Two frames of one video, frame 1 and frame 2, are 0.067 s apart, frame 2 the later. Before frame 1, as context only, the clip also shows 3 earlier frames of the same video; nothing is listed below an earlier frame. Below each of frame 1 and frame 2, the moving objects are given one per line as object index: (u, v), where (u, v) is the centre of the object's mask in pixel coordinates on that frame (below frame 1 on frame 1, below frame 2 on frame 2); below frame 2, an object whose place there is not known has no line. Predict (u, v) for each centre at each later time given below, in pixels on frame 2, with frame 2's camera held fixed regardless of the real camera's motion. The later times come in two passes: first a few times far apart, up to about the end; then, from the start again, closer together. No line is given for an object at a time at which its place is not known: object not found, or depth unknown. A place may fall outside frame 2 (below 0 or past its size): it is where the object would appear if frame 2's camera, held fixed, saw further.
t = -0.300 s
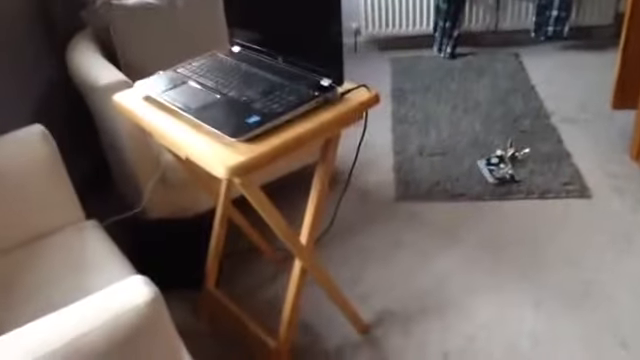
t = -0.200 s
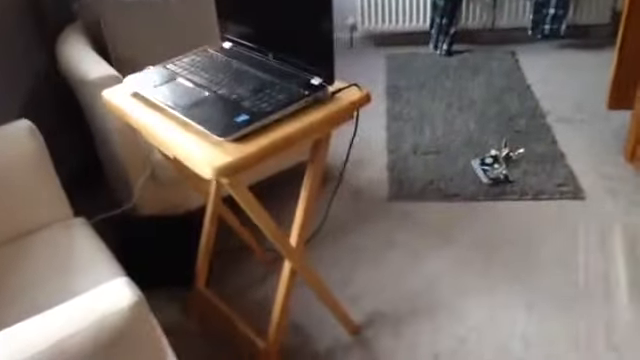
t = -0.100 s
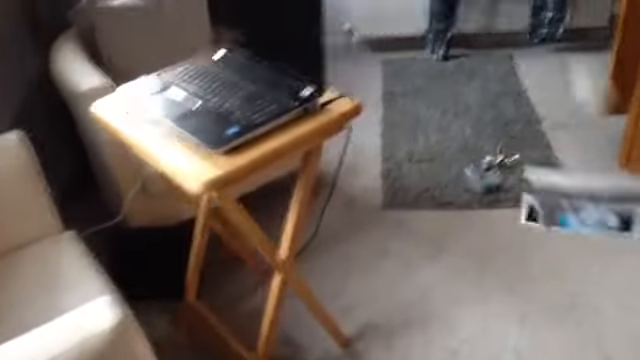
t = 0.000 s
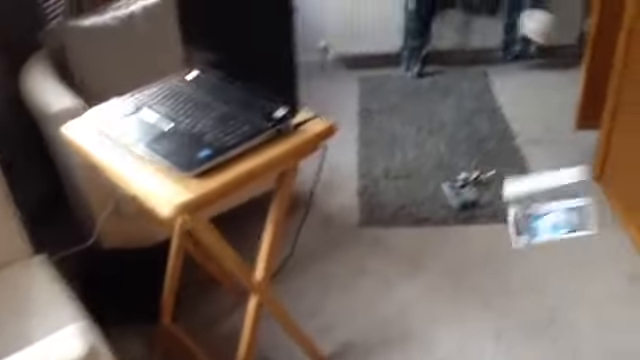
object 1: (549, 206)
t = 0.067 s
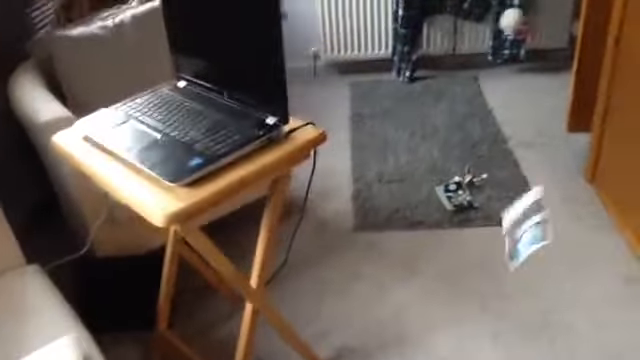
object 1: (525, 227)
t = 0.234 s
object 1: (496, 308)
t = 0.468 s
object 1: (472, 303)
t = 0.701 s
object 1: (473, 305)
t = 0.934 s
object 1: (473, 304)
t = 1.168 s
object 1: (473, 304)
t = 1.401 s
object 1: (473, 304)
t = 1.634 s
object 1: (473, 305)
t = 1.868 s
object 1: (473, 304)
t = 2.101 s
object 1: (473, 304)
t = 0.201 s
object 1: (499, 306)
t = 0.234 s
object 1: (496, 308)
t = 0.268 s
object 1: (488, 308)
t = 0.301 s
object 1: (474, 301)
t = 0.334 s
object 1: (472, 298)
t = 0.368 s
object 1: (470, 296)
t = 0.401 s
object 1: (470, 296)
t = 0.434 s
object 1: (470, 298)
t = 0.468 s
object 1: (472, 303)
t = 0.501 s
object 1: (472, 303)
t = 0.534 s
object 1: (472, 304)
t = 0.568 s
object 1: (473, 303)
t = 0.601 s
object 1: (473, 304)
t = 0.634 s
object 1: (473, 304)
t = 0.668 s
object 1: (473, 304)
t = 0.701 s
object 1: (473, 305)
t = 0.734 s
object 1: (473, 304)
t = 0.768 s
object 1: (473, 305)
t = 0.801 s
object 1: (473, 304)
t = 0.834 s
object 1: (473, 305)
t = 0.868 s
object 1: (473, 305)
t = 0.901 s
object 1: (473, 304)
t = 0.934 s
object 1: (473, 304)
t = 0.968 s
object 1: (473, 304)
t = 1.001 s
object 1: (473, 304)
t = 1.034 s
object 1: (473, 305)
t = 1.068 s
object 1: (473, 305)
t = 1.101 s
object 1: (473, 304)
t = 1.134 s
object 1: (473, 304)
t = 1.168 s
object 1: (473, 304)
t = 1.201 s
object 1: (473, 304)
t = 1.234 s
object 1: (473, 304)
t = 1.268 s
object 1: (473, 304)
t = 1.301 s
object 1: (473, 304)
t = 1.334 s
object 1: (473, 304)
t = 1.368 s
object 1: (473, 304)
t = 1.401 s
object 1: (473, 304)
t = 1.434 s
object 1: (473, 304)
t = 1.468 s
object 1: (473, 304)
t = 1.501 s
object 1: (473, 304)
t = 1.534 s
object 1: (473, 304)
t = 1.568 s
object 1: (473, 304)
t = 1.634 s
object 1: (473, 305)
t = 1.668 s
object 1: (473, 304)
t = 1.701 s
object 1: (473, 304)
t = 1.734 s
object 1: (473, 304)
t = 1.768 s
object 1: (473, 304)
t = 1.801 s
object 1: (473, 304)
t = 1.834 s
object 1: (473, 304)
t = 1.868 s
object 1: (473, 304)
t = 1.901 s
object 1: (474, 304)
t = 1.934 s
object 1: (473, 304)
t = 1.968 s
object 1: (473, 304)
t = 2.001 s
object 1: (473, 304)
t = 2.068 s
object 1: (473, 304)
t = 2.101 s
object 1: (473, 304)
